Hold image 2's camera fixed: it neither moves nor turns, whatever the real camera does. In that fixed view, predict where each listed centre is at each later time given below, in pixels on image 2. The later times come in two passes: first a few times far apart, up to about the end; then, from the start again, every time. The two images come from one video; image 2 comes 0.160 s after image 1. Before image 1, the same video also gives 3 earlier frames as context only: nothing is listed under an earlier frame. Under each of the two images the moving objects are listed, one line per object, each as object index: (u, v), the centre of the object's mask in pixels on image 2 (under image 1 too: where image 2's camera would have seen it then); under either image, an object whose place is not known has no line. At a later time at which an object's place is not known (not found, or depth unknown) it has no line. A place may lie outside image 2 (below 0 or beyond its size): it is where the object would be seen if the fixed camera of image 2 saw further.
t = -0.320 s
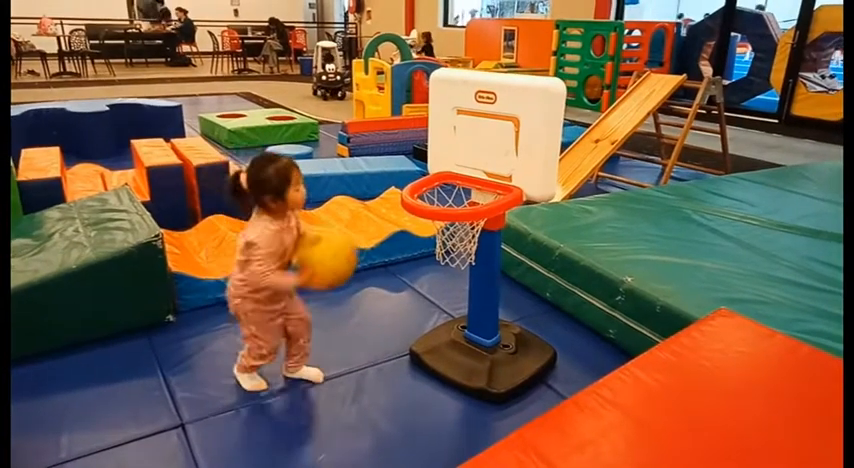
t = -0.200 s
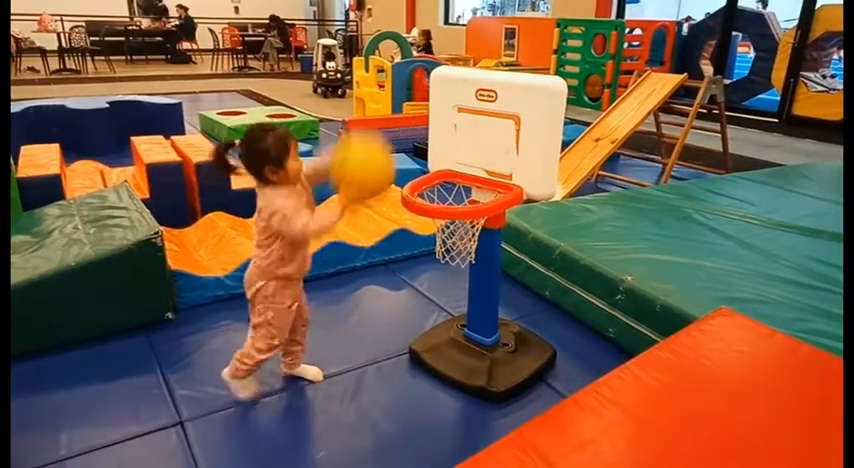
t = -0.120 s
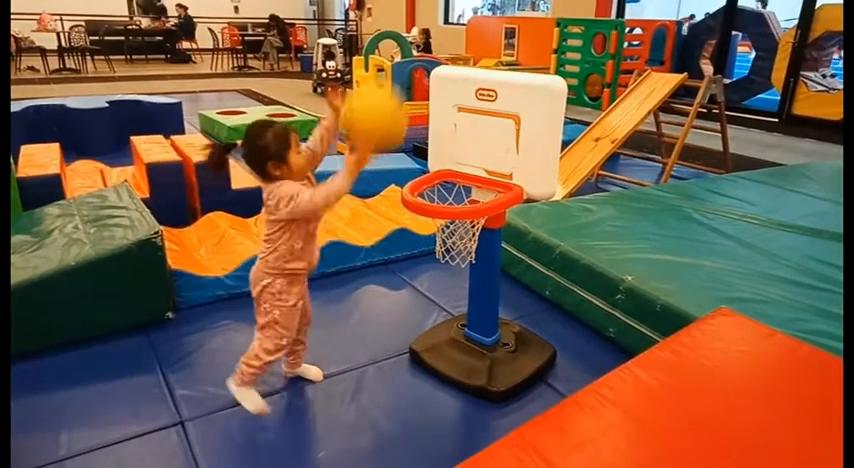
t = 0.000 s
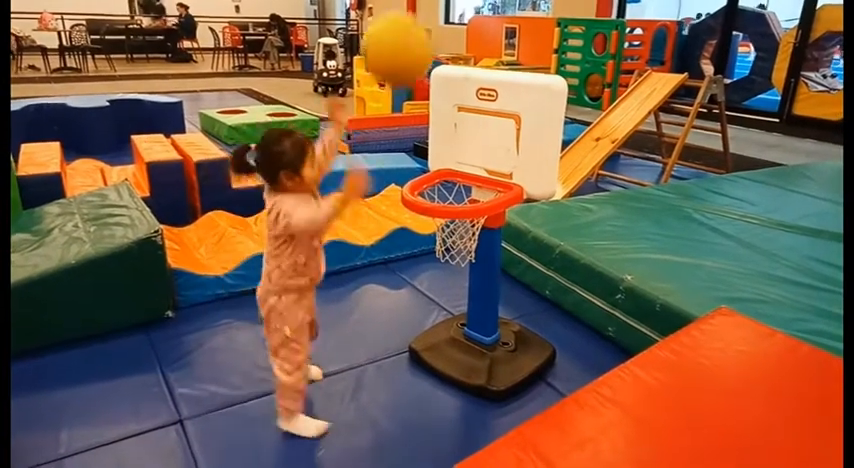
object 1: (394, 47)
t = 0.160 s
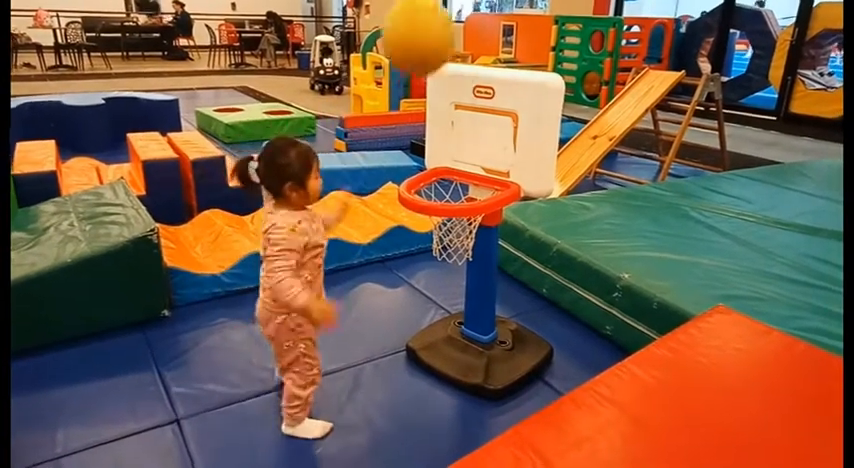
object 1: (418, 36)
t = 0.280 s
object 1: (441, 89)
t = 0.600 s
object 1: (449, 141)
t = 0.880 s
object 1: (416, 315)
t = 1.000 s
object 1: (405, 431)
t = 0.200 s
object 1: (431, 54)
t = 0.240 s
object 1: (436, 69)
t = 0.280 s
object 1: (441, 89)
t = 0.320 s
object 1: (448, 115)
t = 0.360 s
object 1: (453, 144)
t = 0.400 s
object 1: (458, 176)
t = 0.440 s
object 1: (457, 169)
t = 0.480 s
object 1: (456, 156)
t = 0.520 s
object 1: (454, 148)
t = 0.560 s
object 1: (451, 142)
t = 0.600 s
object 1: (449, 141)
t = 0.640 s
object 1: (442, 150)
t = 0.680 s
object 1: (439, 161)
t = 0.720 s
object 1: (435, 177)
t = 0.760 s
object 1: (432, 197)
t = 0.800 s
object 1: (428, 221)
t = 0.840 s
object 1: (424, 249)
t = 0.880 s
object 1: (416, 315)
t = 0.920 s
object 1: (410, 354)
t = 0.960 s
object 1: (408, 397)
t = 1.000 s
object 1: (405, 431)
